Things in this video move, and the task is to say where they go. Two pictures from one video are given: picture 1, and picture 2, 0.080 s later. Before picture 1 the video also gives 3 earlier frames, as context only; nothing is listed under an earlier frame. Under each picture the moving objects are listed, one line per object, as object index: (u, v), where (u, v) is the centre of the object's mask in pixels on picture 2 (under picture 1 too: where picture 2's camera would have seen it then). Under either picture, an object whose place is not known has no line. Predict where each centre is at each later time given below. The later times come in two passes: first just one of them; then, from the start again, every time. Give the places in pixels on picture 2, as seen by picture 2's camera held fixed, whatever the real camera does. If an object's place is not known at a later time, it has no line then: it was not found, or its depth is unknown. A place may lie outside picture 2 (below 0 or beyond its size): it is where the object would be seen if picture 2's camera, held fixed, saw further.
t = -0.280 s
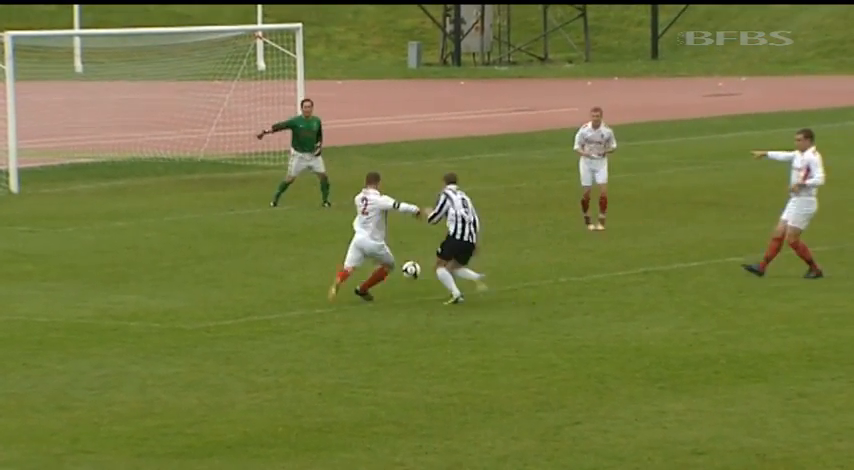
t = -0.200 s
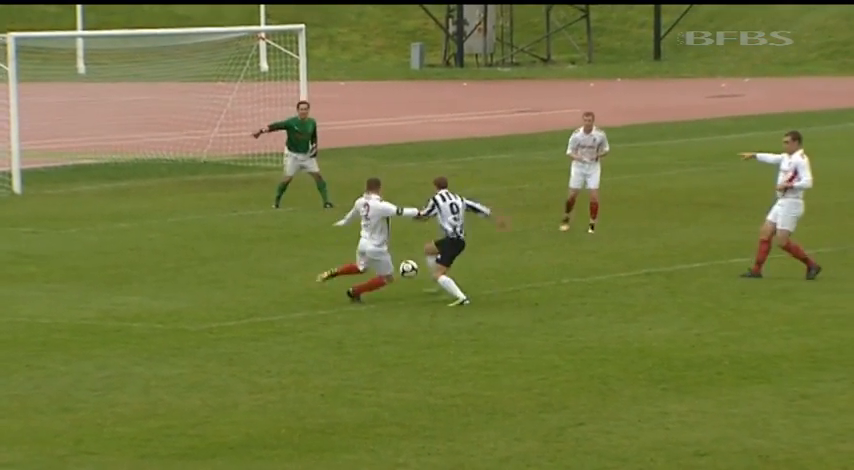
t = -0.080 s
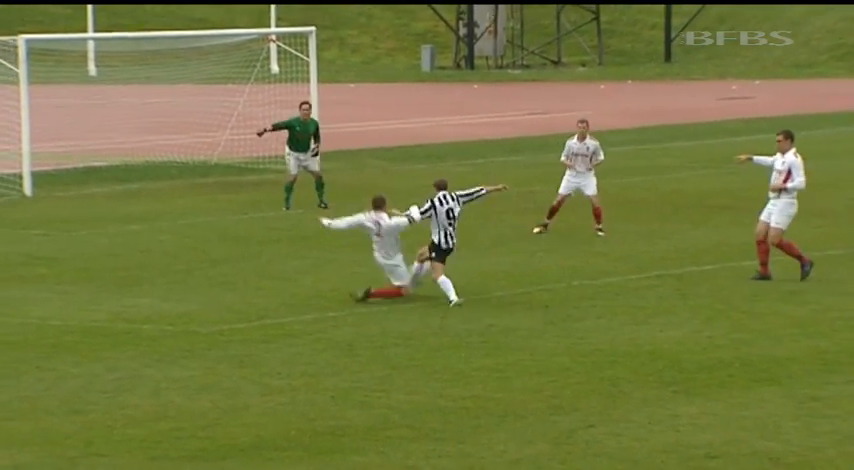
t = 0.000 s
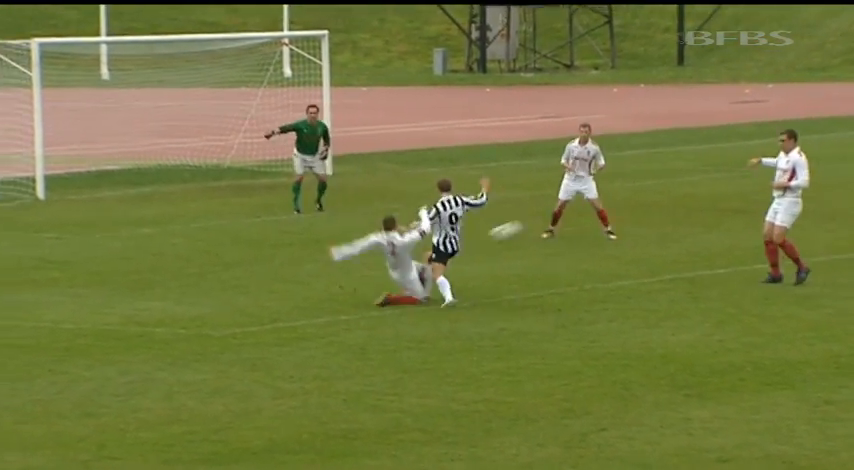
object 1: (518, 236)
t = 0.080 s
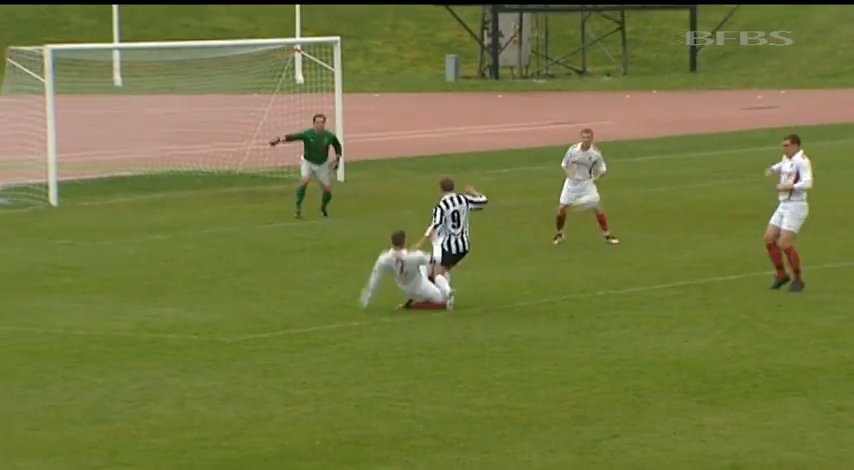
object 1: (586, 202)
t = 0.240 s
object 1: (714, 142)
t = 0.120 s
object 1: (619, 185)
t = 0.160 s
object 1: (650, 169)
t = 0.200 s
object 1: (684, 155)
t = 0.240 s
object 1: (714, 142)
